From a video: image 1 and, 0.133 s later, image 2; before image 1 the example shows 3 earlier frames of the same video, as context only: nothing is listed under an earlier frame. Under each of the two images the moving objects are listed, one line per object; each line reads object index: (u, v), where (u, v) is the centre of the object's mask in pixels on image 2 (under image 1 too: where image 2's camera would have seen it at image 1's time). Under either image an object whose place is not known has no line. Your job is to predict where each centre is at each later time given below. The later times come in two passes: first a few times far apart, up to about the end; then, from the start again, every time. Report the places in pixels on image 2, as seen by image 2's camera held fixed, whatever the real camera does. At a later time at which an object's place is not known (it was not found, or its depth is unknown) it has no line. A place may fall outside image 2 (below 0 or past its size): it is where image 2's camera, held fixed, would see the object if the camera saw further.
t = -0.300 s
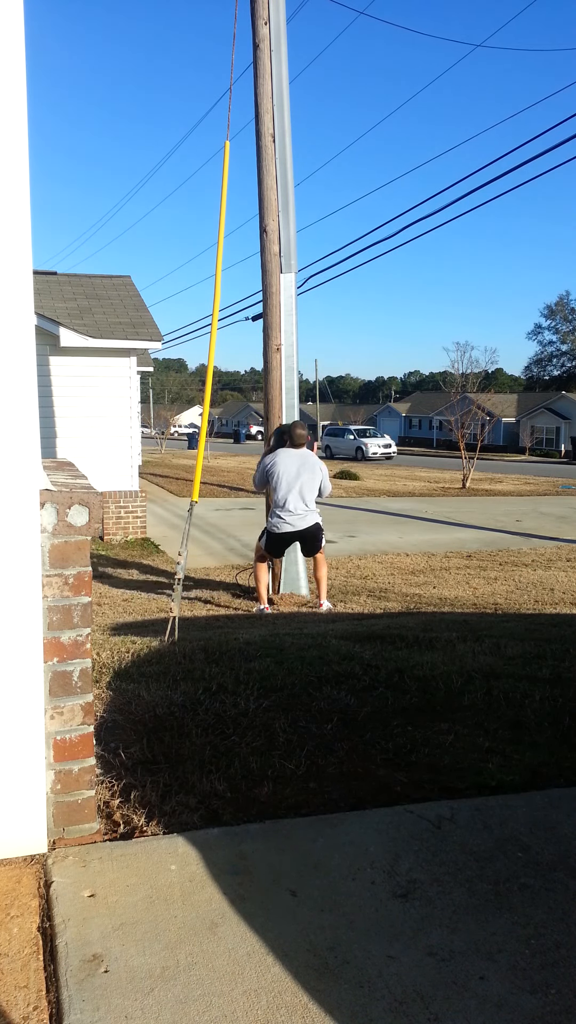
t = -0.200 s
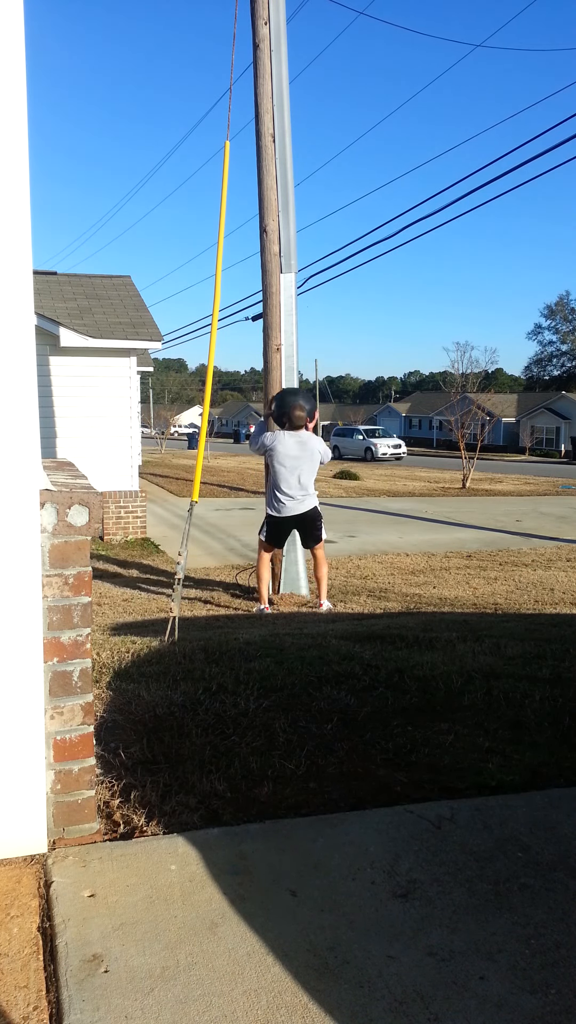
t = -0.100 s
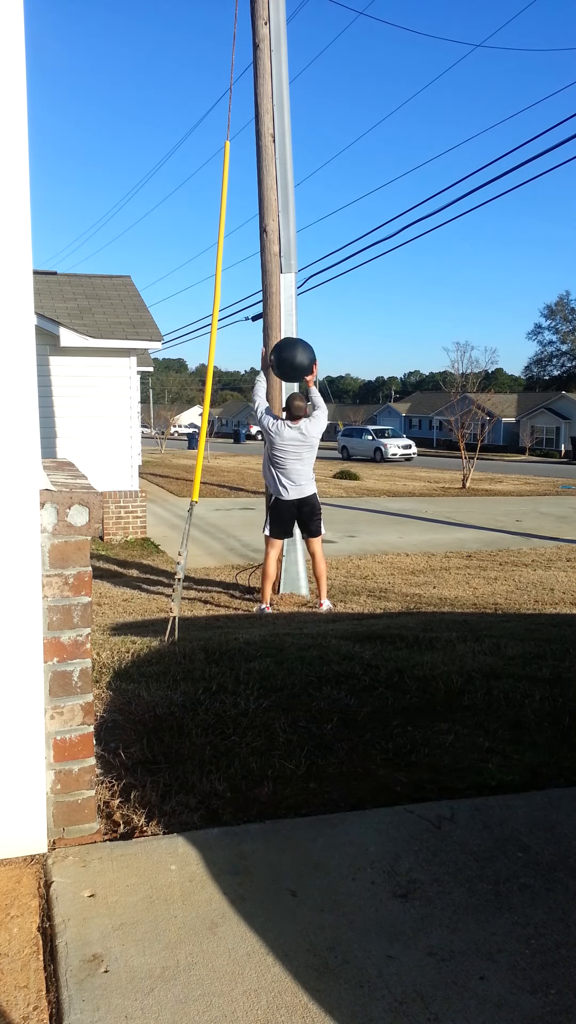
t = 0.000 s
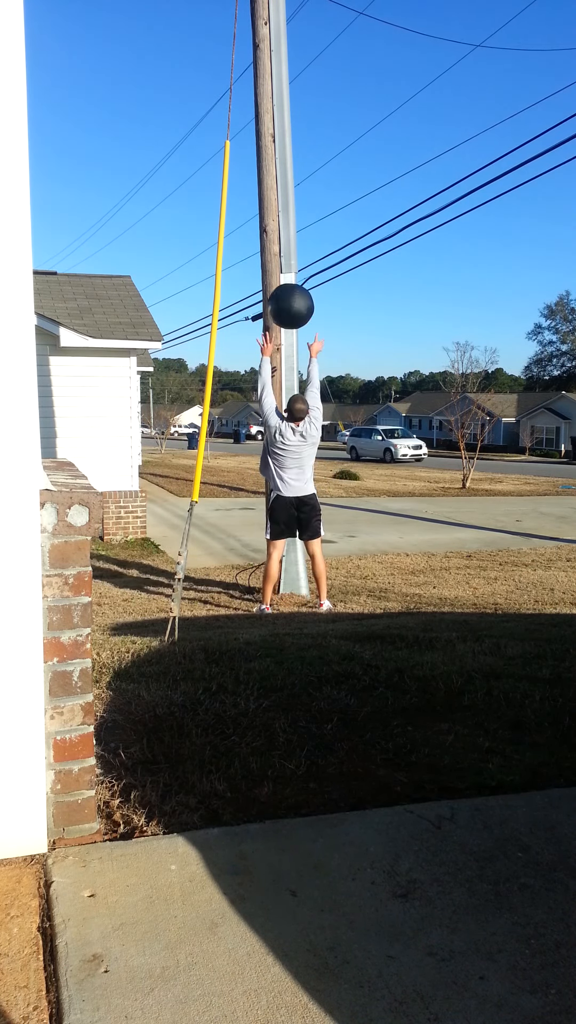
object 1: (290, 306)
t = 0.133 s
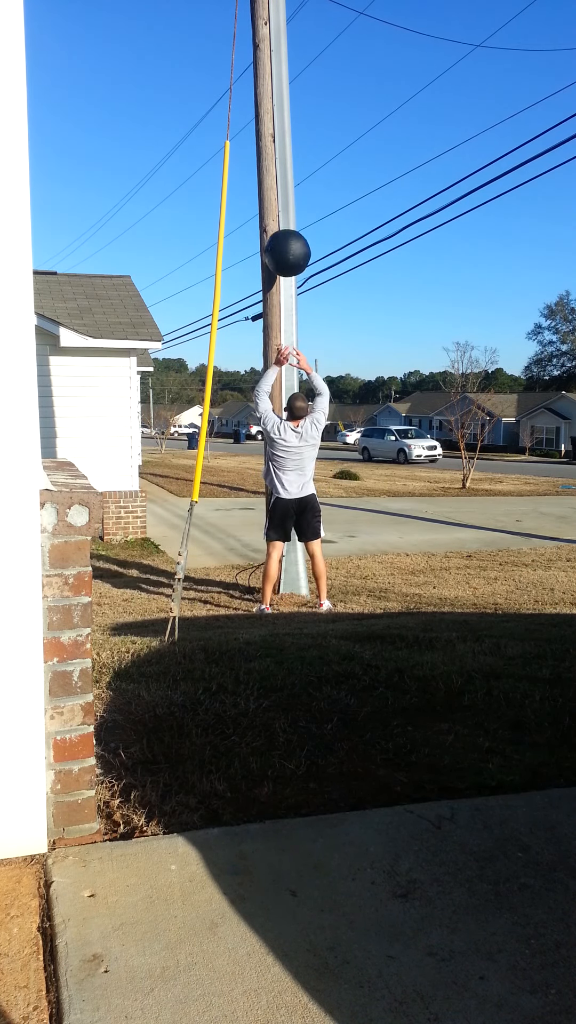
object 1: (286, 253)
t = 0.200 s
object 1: (285, 235)
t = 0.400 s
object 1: (281, 217)
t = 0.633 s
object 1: (278, 254)
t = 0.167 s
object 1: (286, 243)
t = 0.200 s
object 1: (285, 235)
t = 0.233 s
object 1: (285, 229)
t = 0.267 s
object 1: (284, 223)
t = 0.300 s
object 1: (283, 219)
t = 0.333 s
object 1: (282, 217)
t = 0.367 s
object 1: (281, 216)
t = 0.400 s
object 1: (281, 217)
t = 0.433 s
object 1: (280, 220)
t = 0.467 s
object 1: (279, 223)
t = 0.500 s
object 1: (279, 228)
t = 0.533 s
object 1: (278, 232)
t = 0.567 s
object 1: (278, 238)
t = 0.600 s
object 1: (278, 245)
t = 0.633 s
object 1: (278, 254)
